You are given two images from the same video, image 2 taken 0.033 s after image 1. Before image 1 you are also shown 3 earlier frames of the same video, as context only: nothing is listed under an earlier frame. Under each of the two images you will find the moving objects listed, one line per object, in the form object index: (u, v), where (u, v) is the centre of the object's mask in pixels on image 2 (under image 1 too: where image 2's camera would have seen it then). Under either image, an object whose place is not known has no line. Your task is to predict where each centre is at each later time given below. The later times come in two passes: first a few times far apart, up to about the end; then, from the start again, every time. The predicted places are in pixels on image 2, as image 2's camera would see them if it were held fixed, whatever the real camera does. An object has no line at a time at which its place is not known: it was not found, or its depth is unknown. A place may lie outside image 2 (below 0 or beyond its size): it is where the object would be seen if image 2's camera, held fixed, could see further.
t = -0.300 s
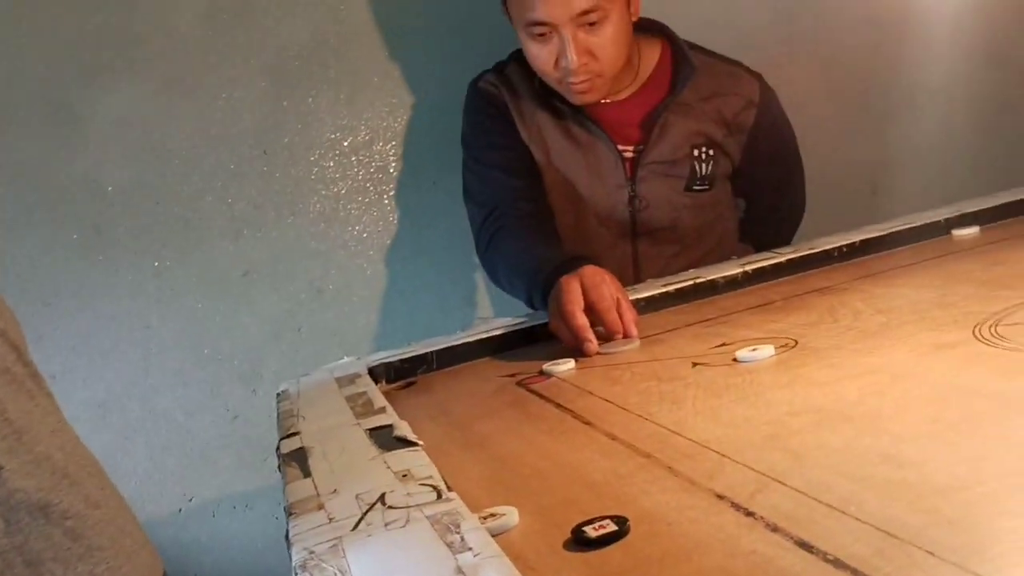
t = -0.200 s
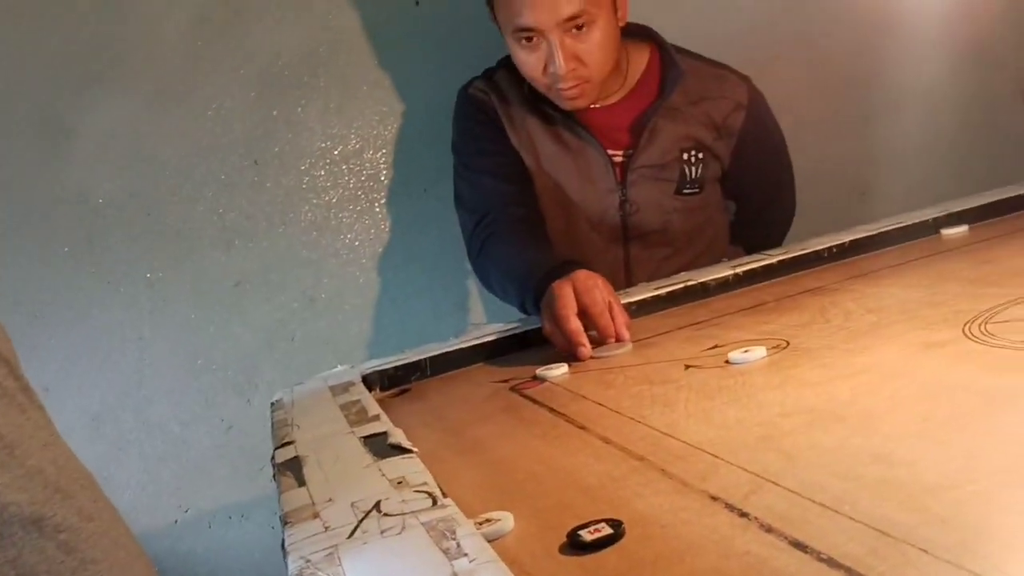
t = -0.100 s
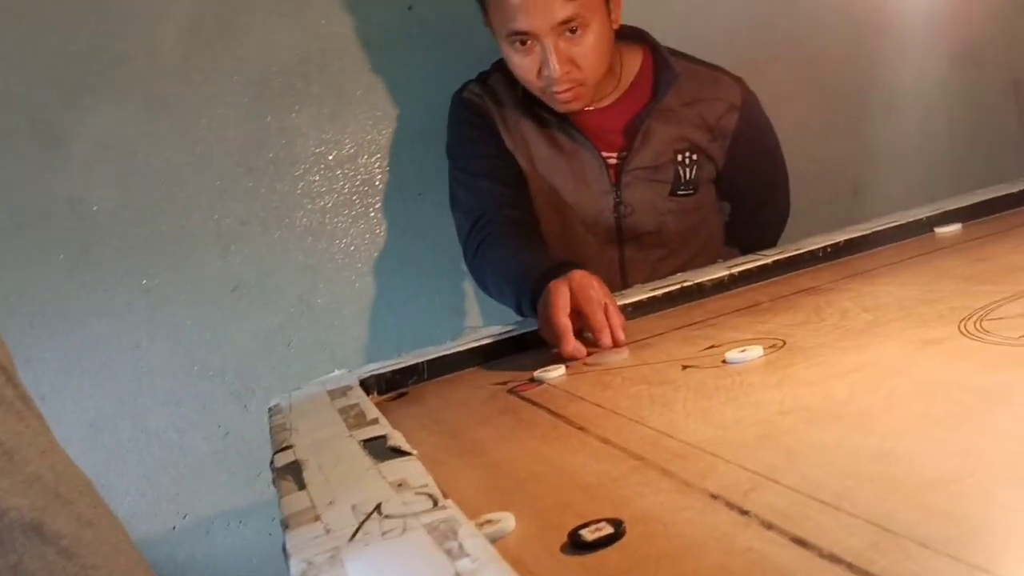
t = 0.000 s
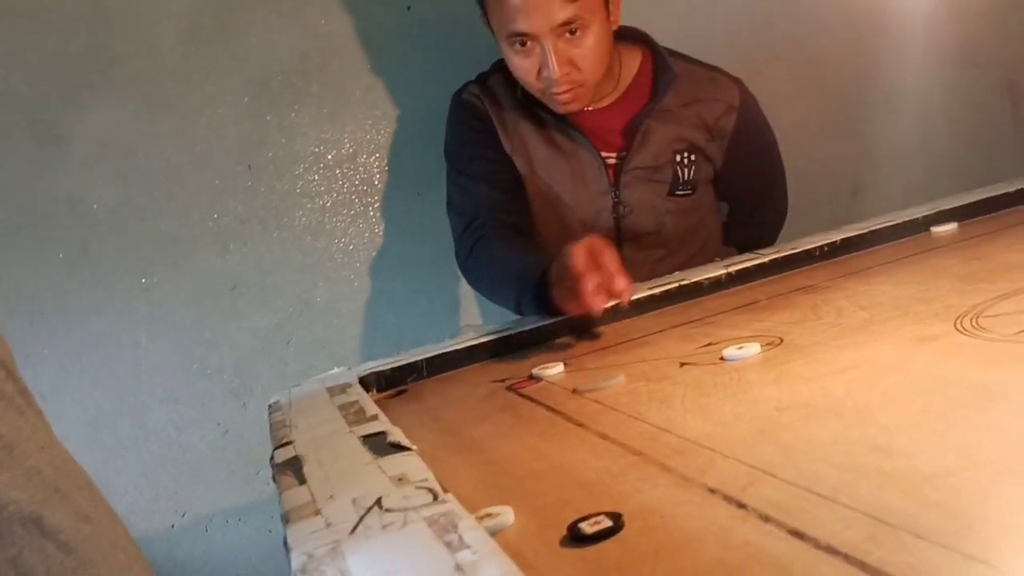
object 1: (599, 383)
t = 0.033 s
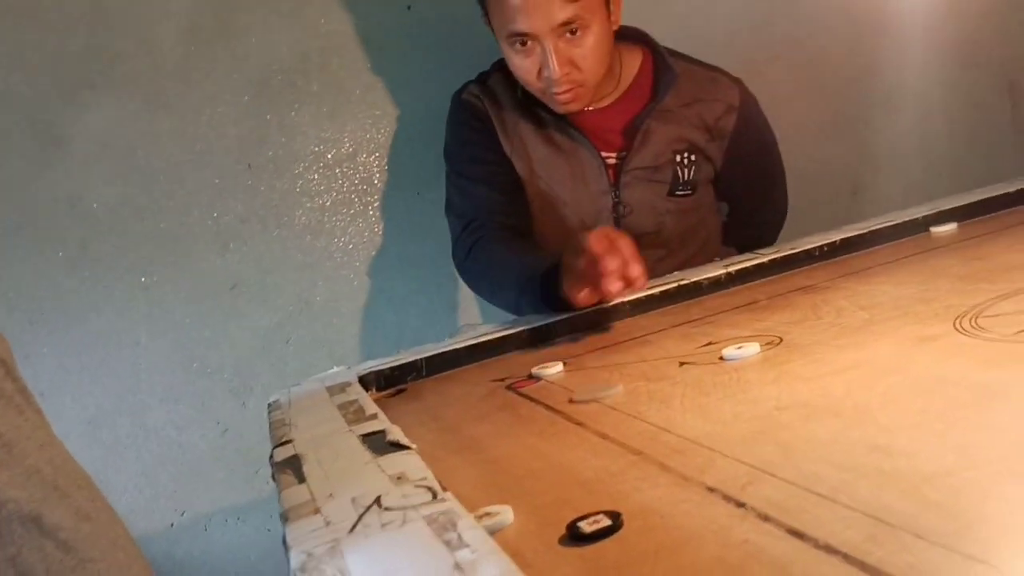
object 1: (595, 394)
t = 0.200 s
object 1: (585, 459)
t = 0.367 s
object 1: (559, 529)
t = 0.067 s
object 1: (593, 406)
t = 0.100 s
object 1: (592, 418)
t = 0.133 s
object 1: (589, 432)
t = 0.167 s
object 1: (587, 446)
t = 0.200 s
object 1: (585, 459)
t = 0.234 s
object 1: (582, 476)
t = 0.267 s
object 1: (581, 493)
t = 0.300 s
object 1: (575, 511)
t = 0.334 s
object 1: (568, 520)
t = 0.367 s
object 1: (559, 529)
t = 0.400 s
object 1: (552, 537)
